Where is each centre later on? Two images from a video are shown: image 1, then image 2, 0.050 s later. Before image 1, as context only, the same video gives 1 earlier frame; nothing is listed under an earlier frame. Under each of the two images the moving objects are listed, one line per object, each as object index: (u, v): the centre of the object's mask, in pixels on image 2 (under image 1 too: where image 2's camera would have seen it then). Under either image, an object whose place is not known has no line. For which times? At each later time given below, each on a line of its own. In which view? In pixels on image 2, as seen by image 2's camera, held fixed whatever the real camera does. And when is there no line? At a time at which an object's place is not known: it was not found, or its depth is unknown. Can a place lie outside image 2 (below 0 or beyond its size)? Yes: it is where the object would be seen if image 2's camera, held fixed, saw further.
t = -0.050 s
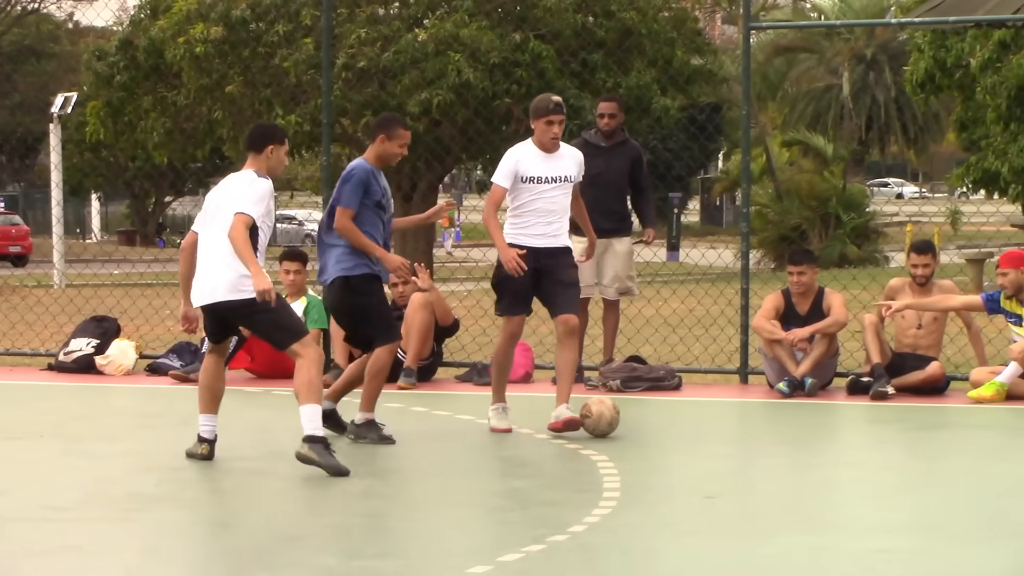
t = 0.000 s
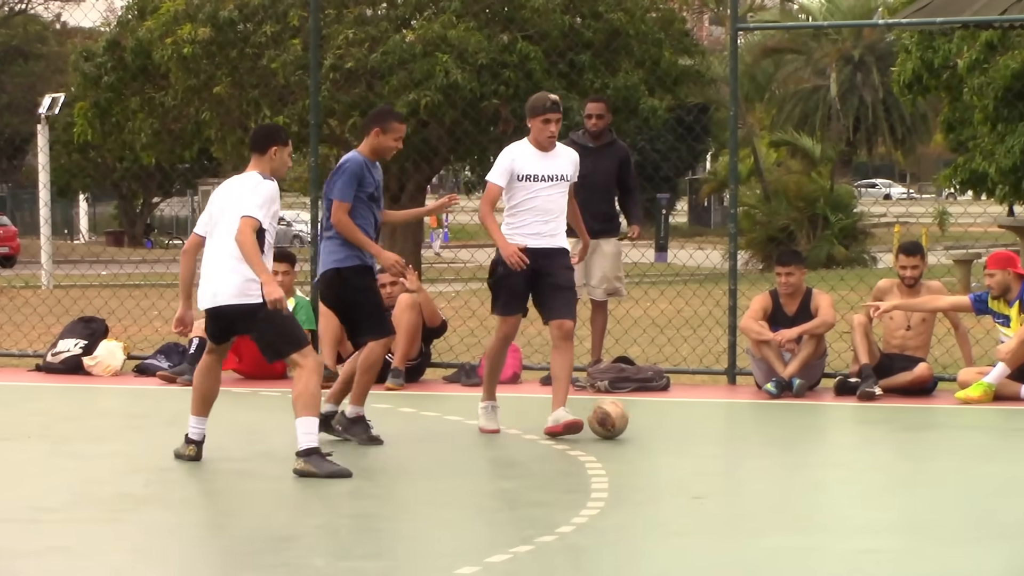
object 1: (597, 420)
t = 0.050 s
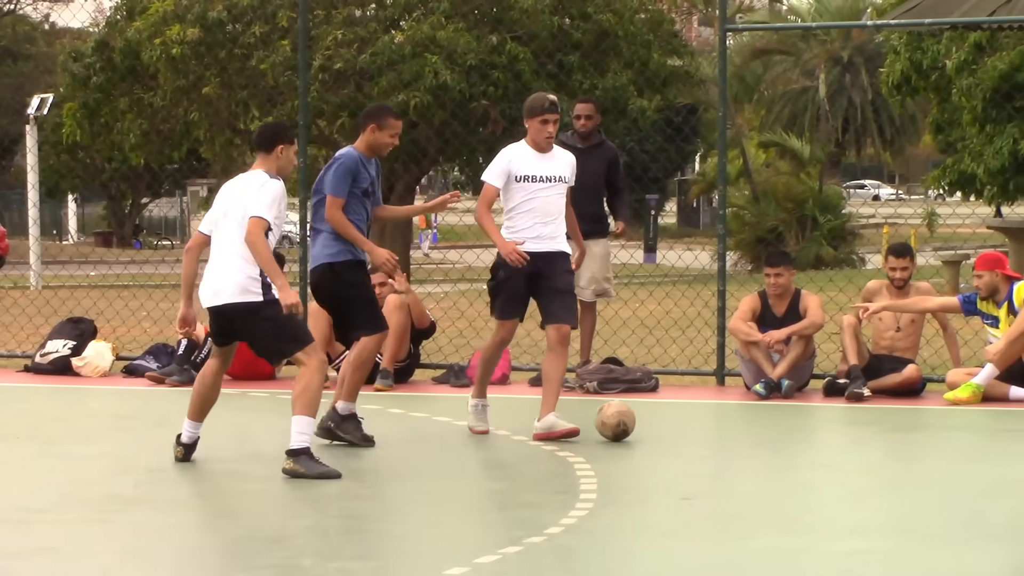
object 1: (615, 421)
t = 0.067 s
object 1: (621, 420)
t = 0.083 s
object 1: (626, 421)
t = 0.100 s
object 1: (631, 421)
